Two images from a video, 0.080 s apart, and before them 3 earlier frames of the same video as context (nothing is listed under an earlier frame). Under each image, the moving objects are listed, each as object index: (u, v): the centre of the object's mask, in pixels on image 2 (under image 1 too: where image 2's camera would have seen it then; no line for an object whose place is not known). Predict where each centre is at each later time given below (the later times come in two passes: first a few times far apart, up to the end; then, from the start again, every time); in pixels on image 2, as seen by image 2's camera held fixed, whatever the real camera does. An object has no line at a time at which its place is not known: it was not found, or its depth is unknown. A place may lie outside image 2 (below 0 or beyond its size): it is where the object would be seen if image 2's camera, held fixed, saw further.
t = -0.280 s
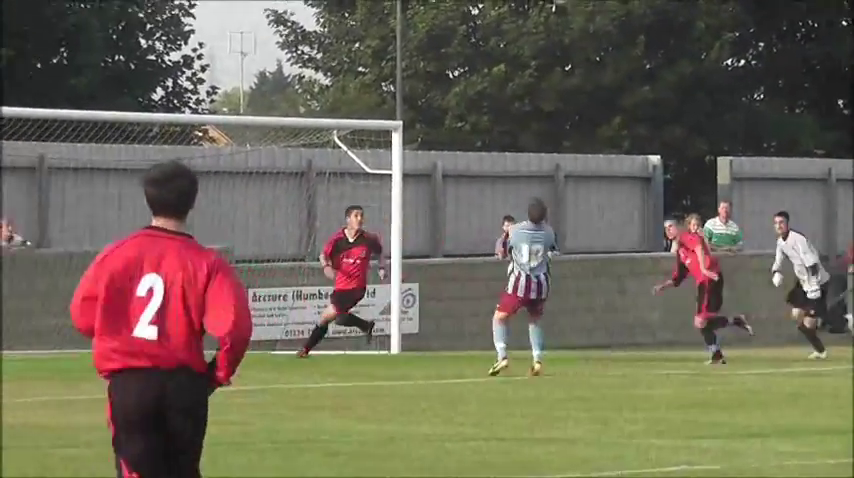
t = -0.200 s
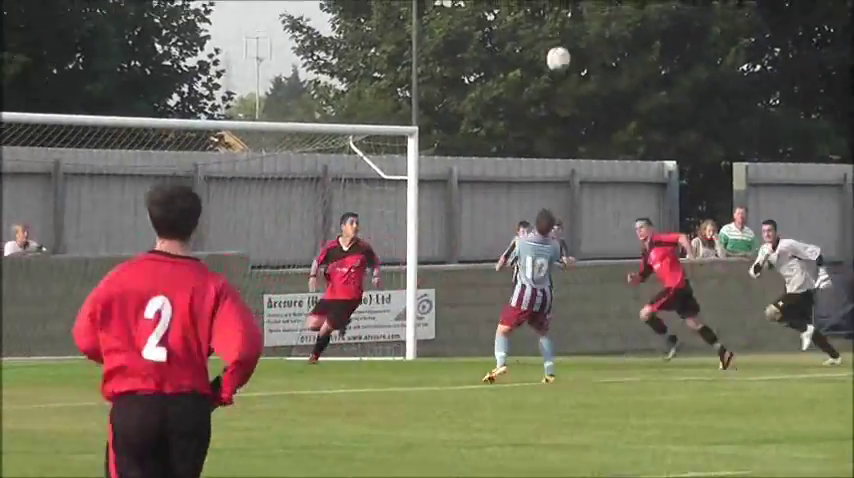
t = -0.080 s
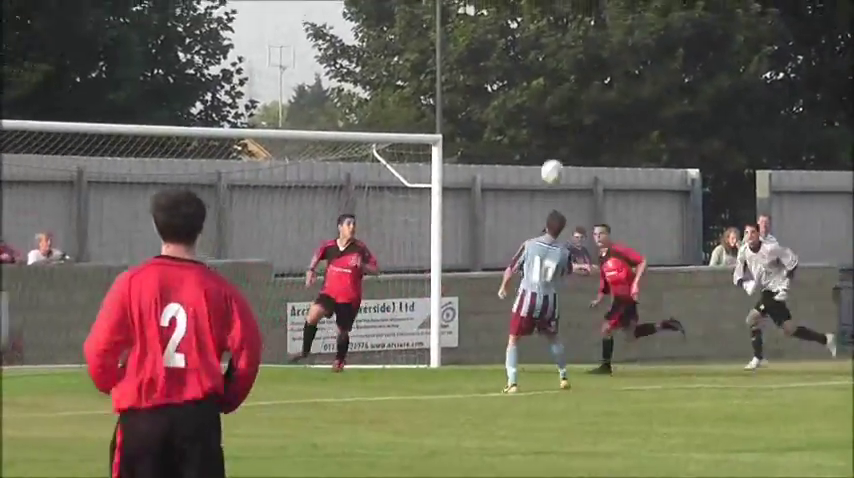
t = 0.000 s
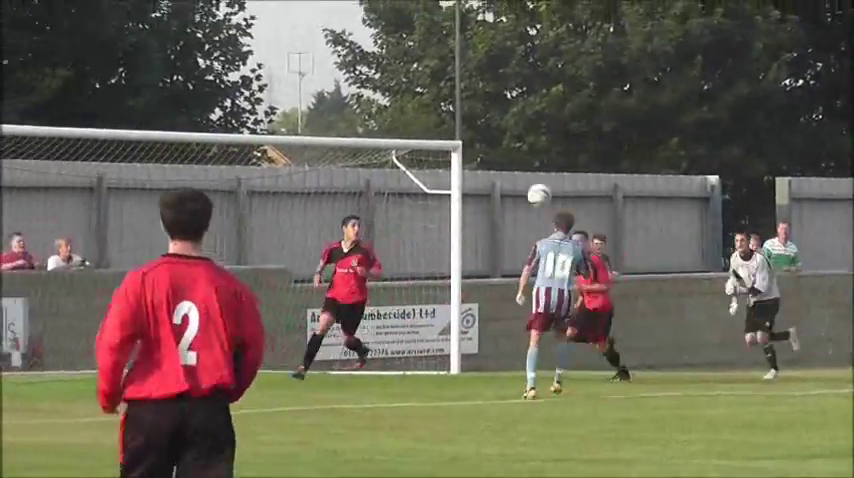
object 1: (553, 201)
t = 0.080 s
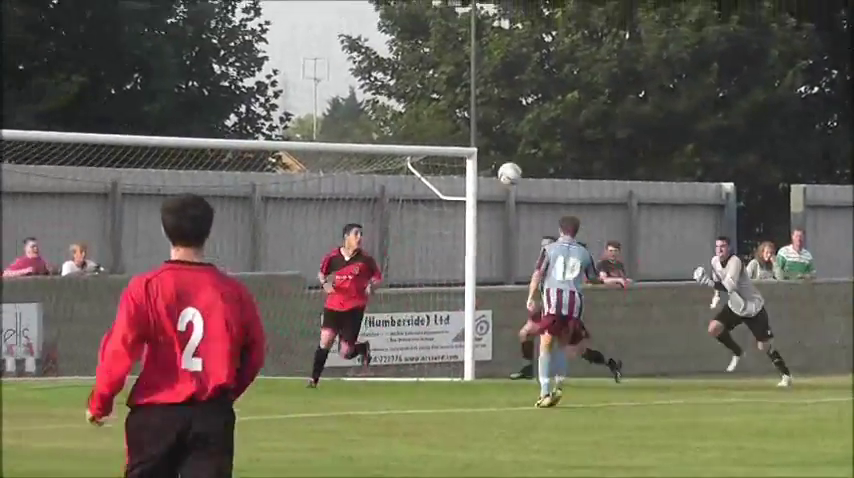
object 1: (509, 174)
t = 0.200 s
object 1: (449, 145)
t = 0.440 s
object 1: (340, 133)
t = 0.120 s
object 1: (489, 163)
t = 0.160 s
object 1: (468, 153)
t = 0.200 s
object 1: (449, 145)
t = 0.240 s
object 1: (429, 139)
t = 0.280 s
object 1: (410, 135)
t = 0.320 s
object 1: (392, 132)
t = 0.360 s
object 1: (375, 131)
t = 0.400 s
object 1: (358, 131)
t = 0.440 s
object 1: (340, 133)
